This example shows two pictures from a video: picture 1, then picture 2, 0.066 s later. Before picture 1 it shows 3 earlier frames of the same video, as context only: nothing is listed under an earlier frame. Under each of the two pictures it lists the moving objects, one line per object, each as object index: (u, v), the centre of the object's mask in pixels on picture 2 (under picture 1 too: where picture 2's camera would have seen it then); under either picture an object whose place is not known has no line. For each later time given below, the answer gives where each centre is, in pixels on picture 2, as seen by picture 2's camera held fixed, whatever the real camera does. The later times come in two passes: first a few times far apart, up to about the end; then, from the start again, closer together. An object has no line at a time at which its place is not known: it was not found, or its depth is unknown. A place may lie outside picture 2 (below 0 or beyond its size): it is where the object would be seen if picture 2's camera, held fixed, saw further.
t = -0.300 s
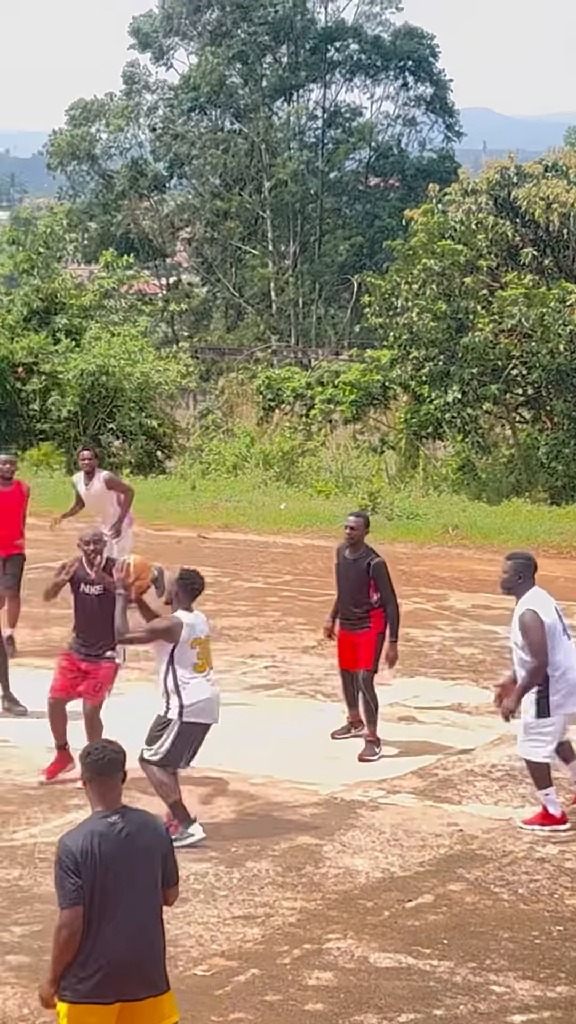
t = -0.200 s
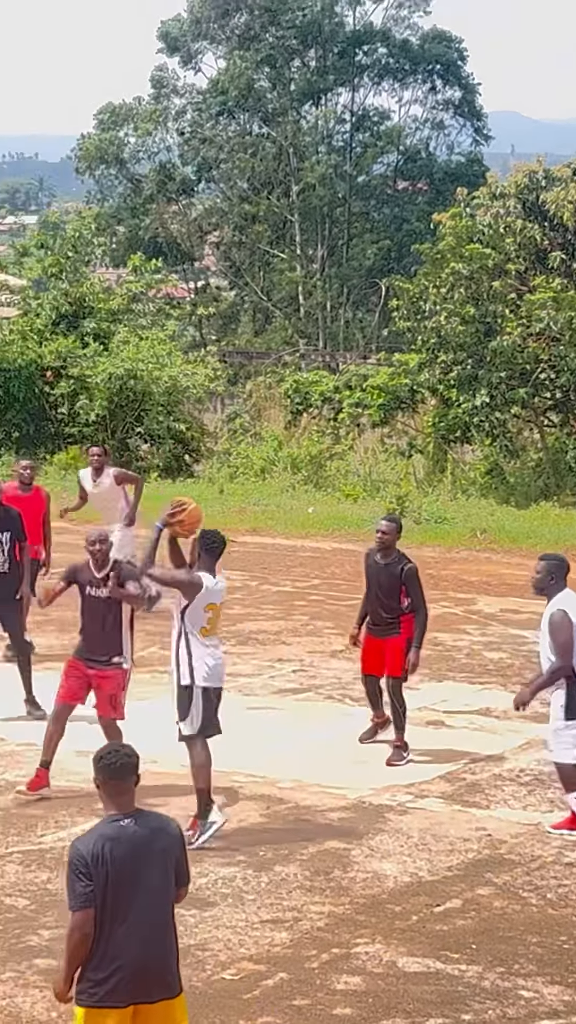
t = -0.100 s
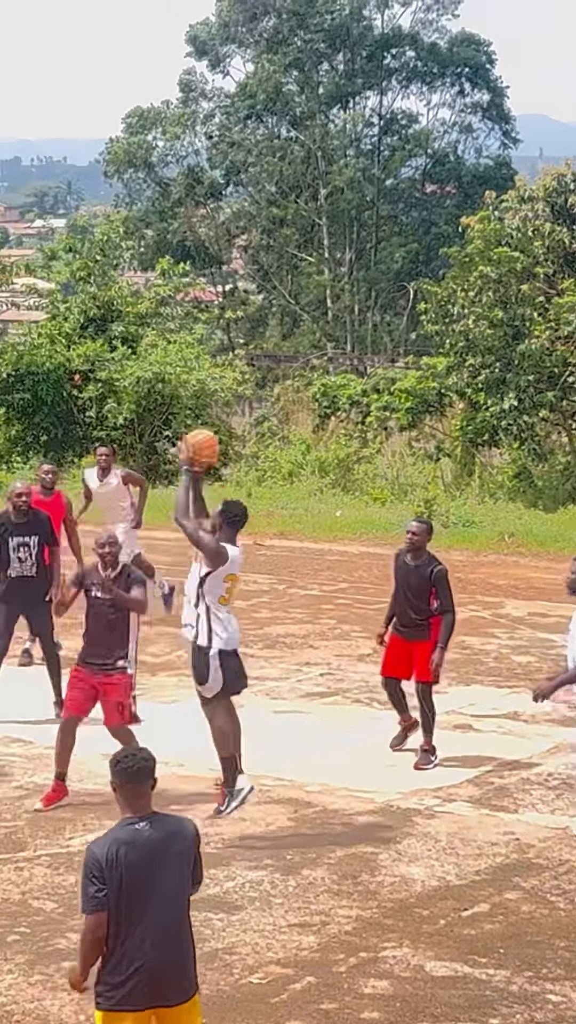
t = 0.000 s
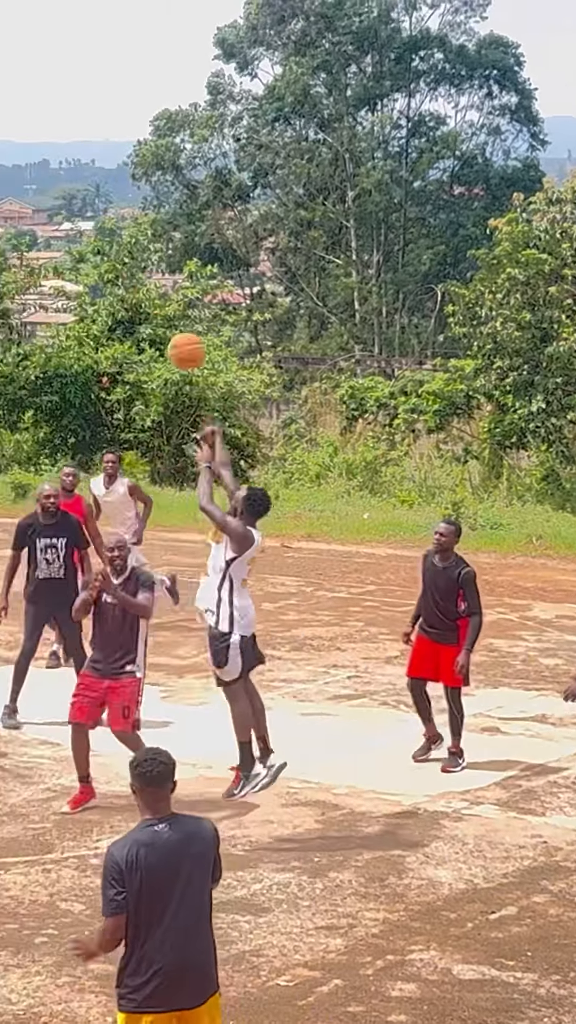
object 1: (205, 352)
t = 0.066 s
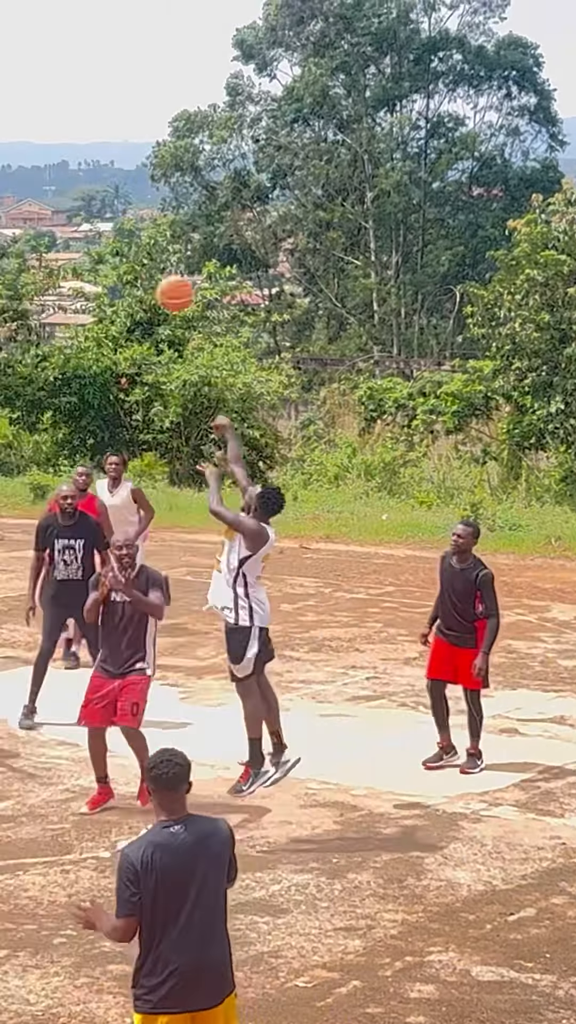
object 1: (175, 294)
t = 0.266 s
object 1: (92, 167)
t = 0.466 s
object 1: (17, 108)
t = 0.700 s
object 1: (-60, 112)
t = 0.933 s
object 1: (-127, 184)
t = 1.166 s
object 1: (-186, 313)
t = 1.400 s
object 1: (-194, 387)
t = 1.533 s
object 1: (-192, 447)
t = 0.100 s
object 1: (160, 268)
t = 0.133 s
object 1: (146, 244)
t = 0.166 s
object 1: (132, 222)
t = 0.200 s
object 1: (117, 203)
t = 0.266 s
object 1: (92, 167)
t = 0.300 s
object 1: (79, 154)
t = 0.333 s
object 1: (66, 142)
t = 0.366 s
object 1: (54, 131)
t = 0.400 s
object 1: (42, 123)
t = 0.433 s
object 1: (29, 115)
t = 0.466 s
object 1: (17, 108)
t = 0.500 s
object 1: (6, 104)
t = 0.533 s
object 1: (-6, 102)
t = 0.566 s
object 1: (-18, 100)
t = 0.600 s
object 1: (-29, 100)
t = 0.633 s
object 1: (-39, 103)
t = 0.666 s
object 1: (-50, 107)
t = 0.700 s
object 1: (-60, 112)
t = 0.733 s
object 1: (-70, 118)
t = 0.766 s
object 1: (-80, 126)
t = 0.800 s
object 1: (-90, 135)
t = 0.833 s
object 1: (-99, 145)
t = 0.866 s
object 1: (-109, 157)
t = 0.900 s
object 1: (-119, 170)
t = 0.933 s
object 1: (-127, 184)
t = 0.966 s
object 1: (-137, 199)
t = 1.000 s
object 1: (-146, 214)
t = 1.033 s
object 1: (-153, 233)
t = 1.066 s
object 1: (-162, 253)
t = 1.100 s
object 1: (-170, 271)
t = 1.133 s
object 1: (-178, 291)
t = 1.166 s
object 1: (-186, 313)
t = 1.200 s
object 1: (-195, 336)
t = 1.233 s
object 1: (-197, 342)
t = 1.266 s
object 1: (-199, 347)
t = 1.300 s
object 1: (-198, 355)
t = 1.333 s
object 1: (-196, 366)
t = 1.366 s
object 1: (-195, 376)
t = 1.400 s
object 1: (-194, 387)
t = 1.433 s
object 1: (-194, 400)
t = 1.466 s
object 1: (-194, 415)
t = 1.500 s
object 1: (-193, 430)
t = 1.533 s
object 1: (-192, 447)
